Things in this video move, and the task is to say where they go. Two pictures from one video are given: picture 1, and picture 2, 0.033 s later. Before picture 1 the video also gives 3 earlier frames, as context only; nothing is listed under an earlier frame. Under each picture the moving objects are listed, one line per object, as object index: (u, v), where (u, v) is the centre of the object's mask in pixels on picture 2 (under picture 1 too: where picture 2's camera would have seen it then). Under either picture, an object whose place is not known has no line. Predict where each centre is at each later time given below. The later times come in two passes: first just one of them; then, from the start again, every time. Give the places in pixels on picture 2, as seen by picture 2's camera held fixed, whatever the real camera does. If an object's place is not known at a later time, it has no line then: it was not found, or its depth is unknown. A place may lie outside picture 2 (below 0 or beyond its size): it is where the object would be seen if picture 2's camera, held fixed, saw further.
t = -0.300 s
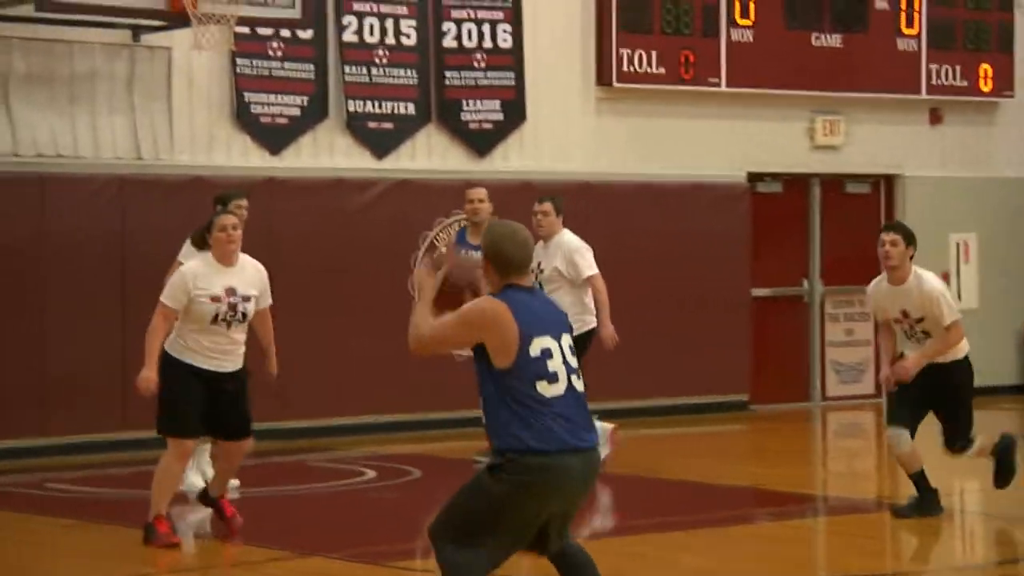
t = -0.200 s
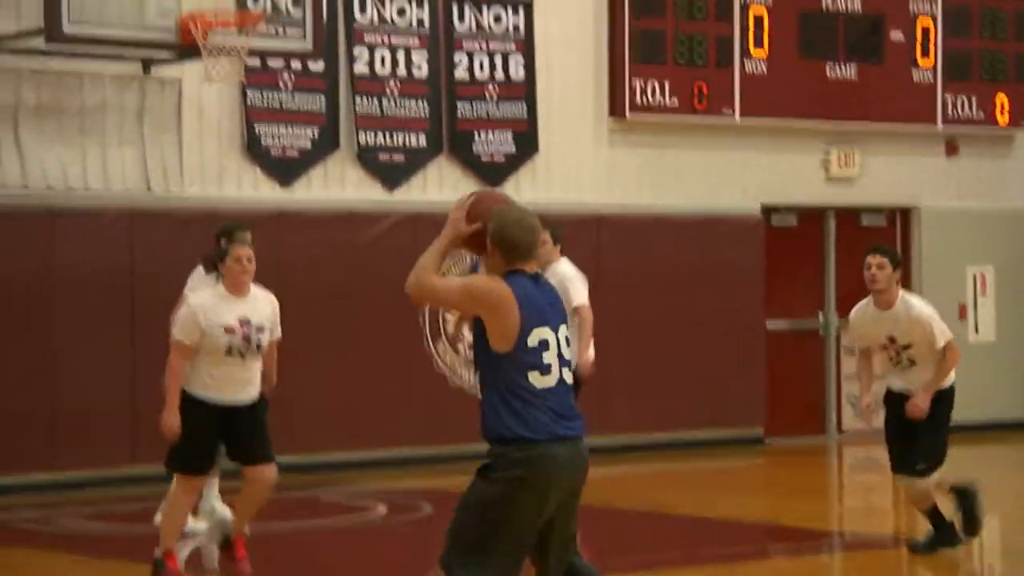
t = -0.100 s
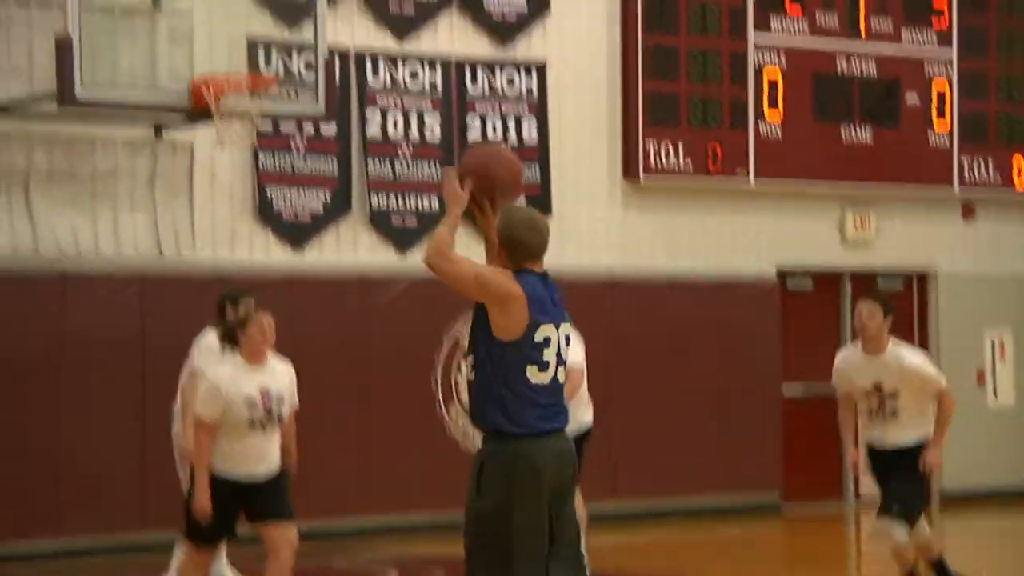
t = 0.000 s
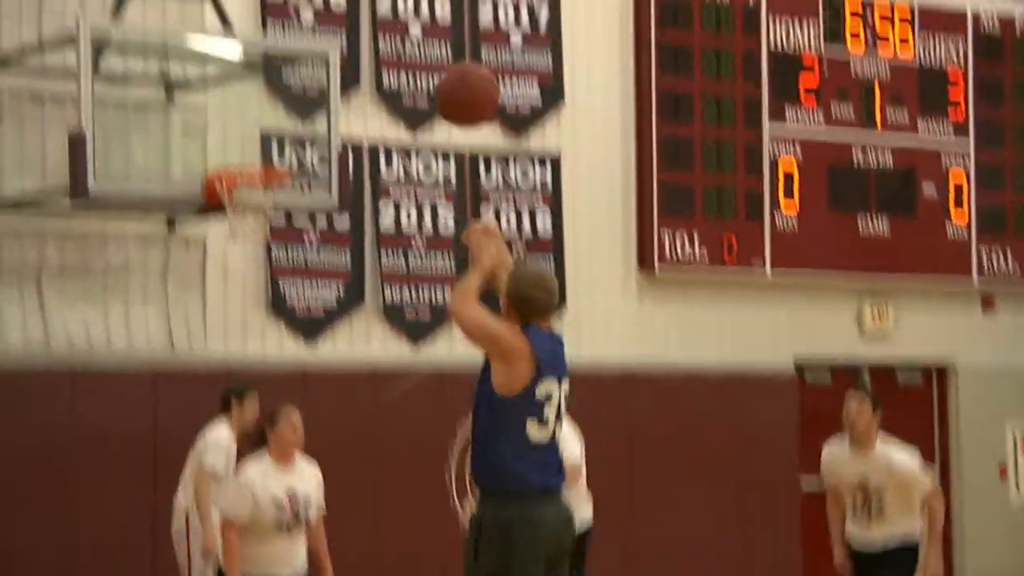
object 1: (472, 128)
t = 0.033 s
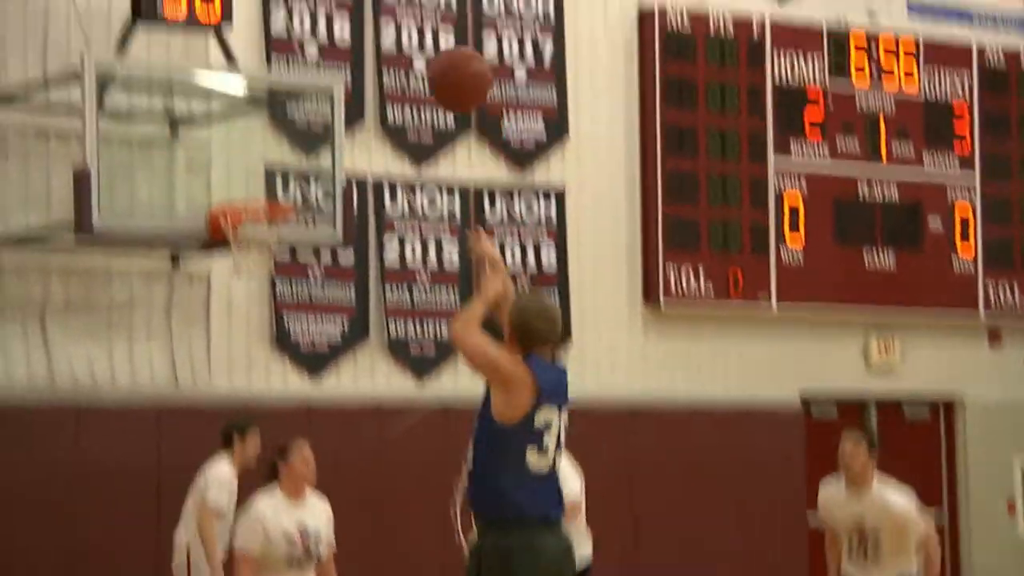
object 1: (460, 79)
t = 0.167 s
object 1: (418, -81)
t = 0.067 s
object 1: (448, 34)
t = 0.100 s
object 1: (438, -8)
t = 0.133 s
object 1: (427, -48)
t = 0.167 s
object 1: (418, -81)
